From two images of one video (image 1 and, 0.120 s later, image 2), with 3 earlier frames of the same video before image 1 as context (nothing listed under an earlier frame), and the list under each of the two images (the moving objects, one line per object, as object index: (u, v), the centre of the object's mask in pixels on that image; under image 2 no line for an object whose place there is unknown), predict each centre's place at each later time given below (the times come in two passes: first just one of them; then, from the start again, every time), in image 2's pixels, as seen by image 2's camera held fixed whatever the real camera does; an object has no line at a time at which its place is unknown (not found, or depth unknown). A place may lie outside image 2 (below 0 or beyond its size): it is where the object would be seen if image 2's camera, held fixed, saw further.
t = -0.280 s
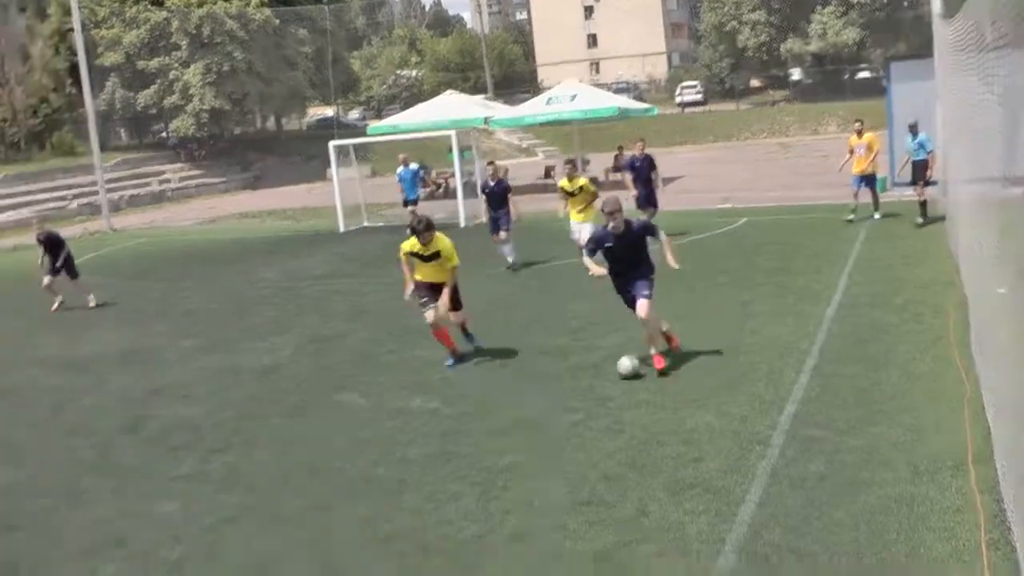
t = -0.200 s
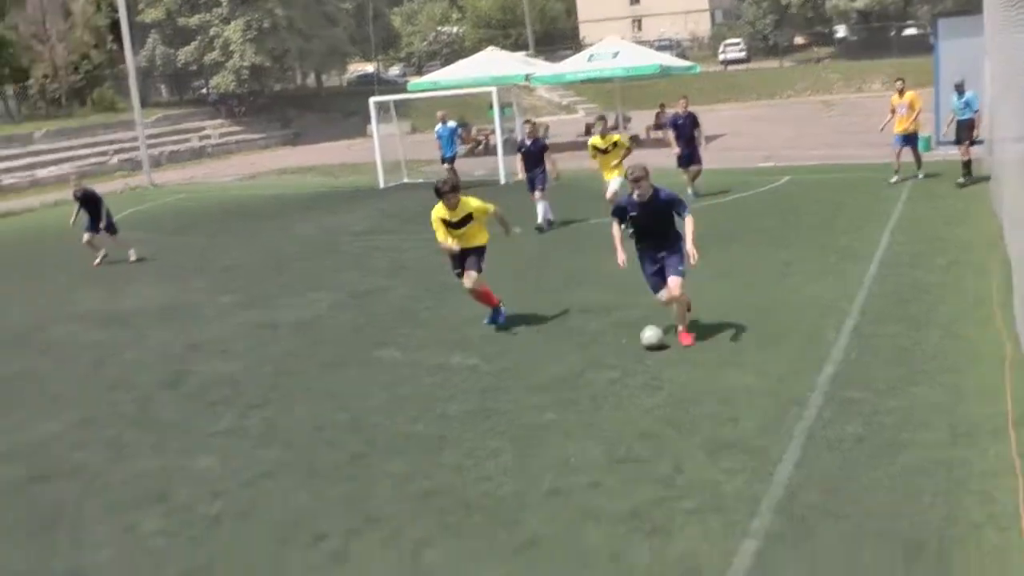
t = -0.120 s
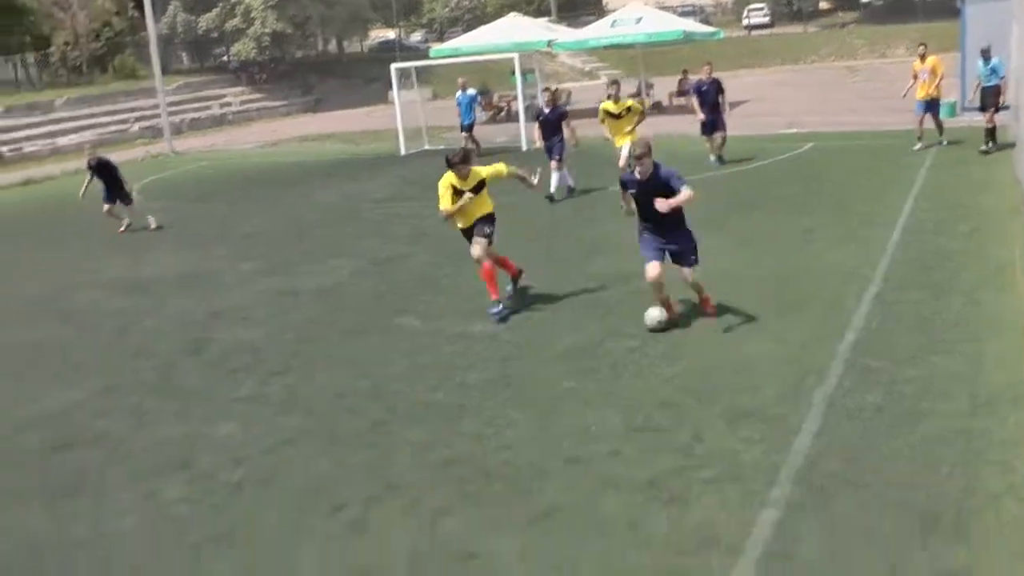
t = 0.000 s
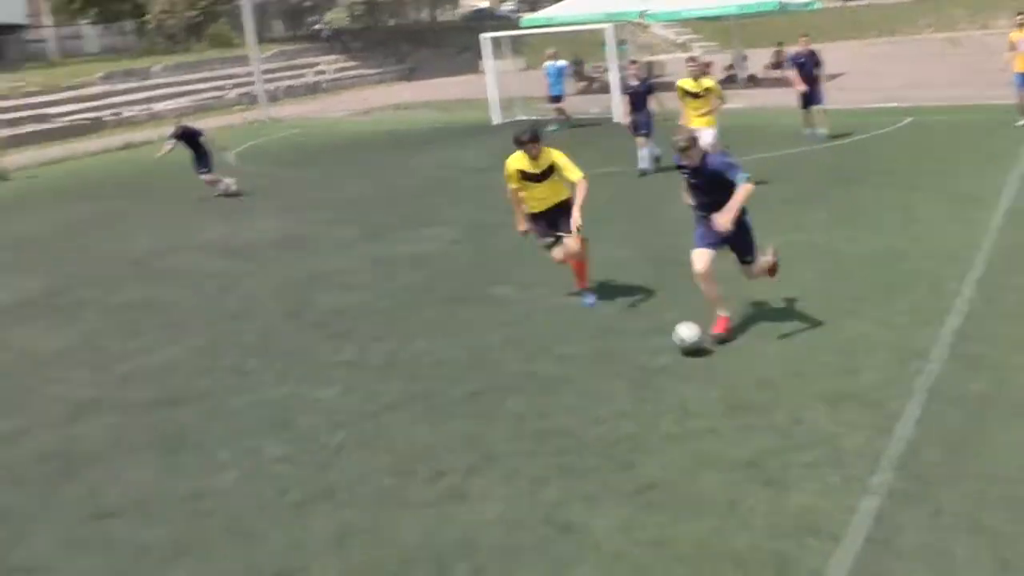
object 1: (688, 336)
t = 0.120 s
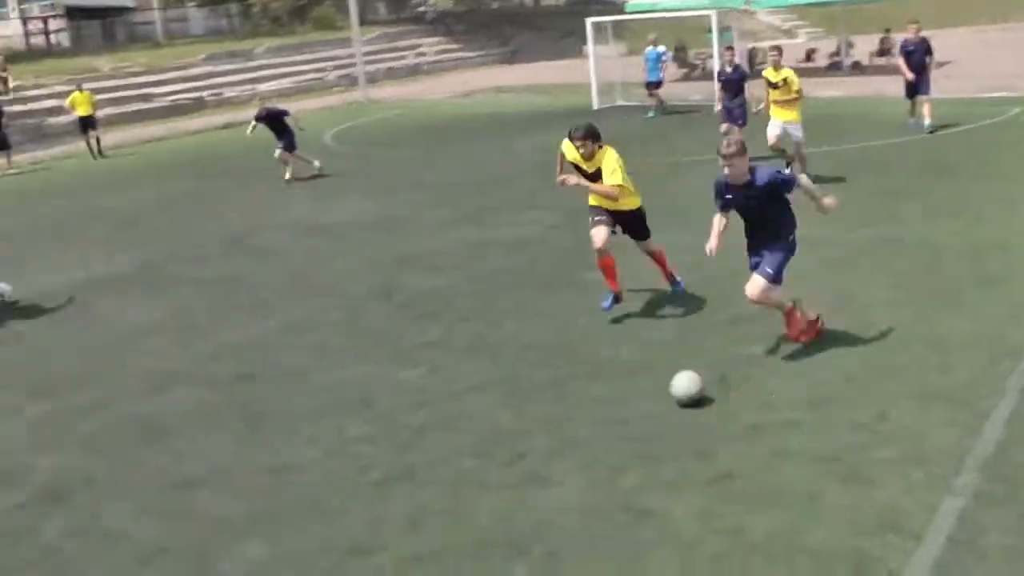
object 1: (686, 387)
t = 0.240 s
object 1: (583, 451)
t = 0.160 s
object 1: (656, 406)
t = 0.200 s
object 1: (620, 430)
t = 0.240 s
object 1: (583, 451)
